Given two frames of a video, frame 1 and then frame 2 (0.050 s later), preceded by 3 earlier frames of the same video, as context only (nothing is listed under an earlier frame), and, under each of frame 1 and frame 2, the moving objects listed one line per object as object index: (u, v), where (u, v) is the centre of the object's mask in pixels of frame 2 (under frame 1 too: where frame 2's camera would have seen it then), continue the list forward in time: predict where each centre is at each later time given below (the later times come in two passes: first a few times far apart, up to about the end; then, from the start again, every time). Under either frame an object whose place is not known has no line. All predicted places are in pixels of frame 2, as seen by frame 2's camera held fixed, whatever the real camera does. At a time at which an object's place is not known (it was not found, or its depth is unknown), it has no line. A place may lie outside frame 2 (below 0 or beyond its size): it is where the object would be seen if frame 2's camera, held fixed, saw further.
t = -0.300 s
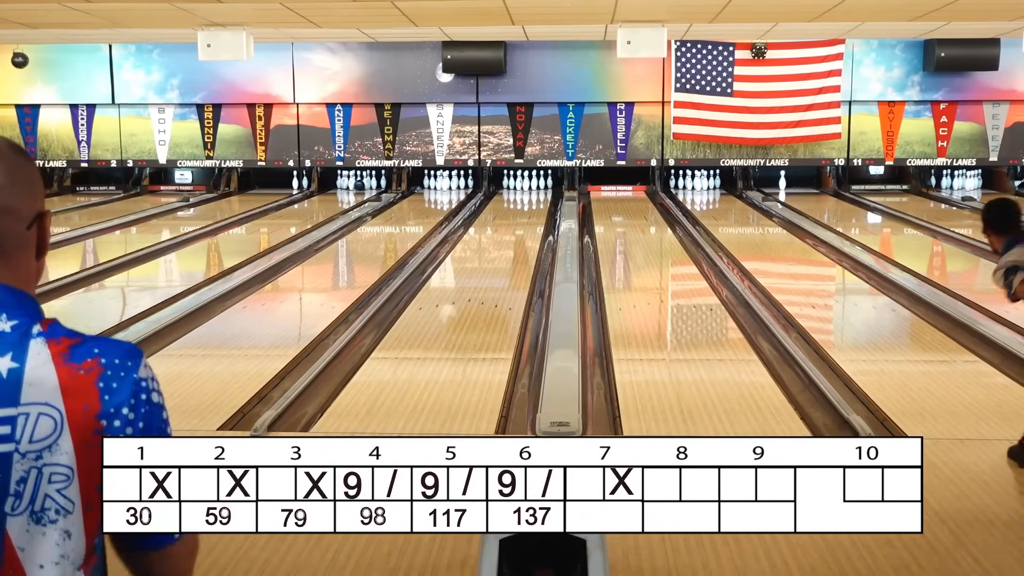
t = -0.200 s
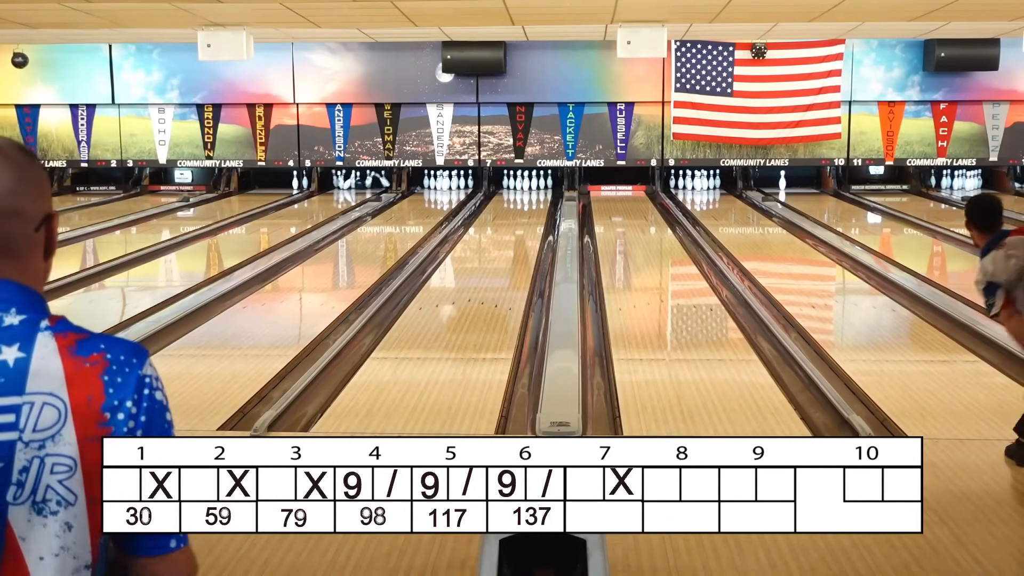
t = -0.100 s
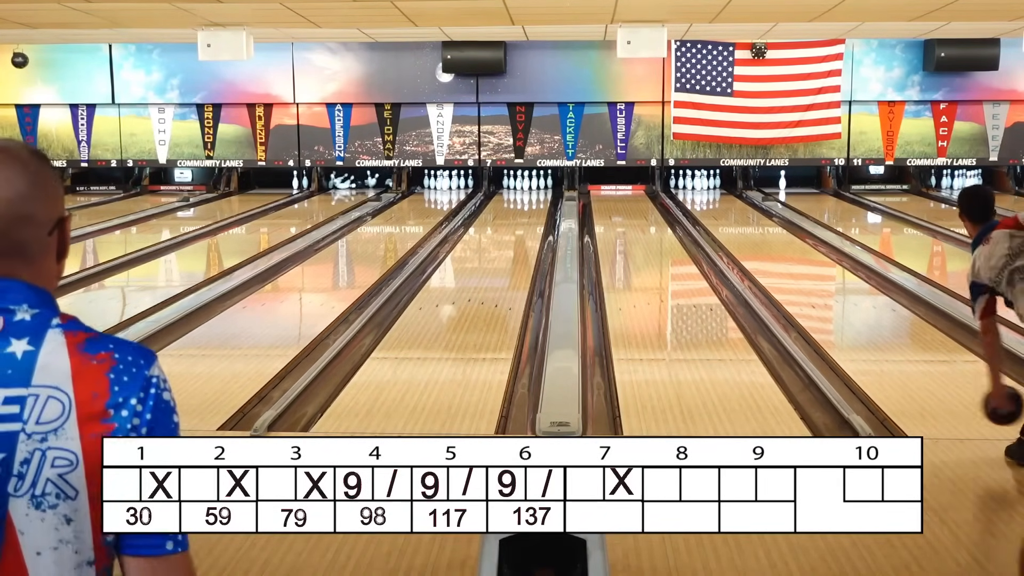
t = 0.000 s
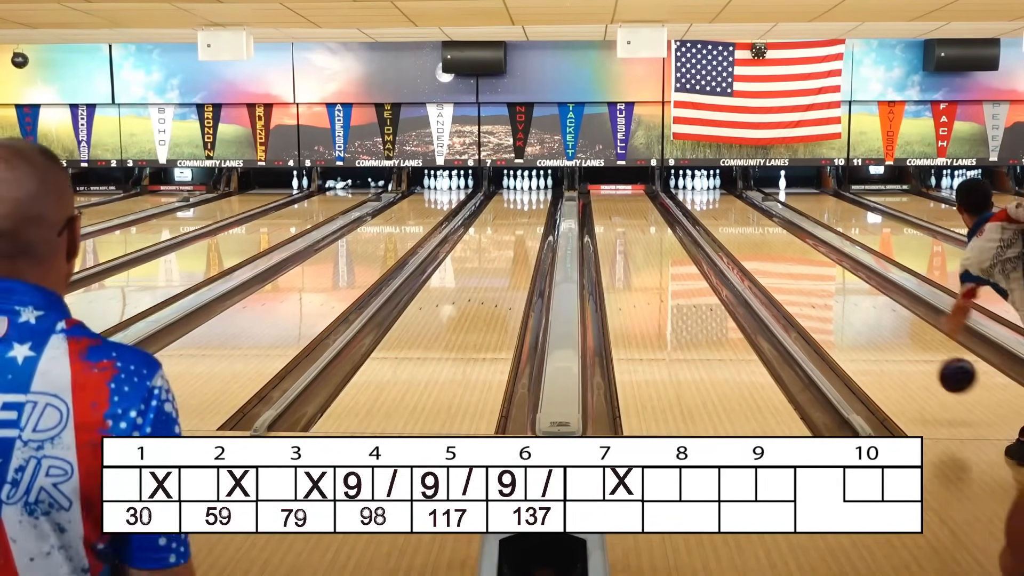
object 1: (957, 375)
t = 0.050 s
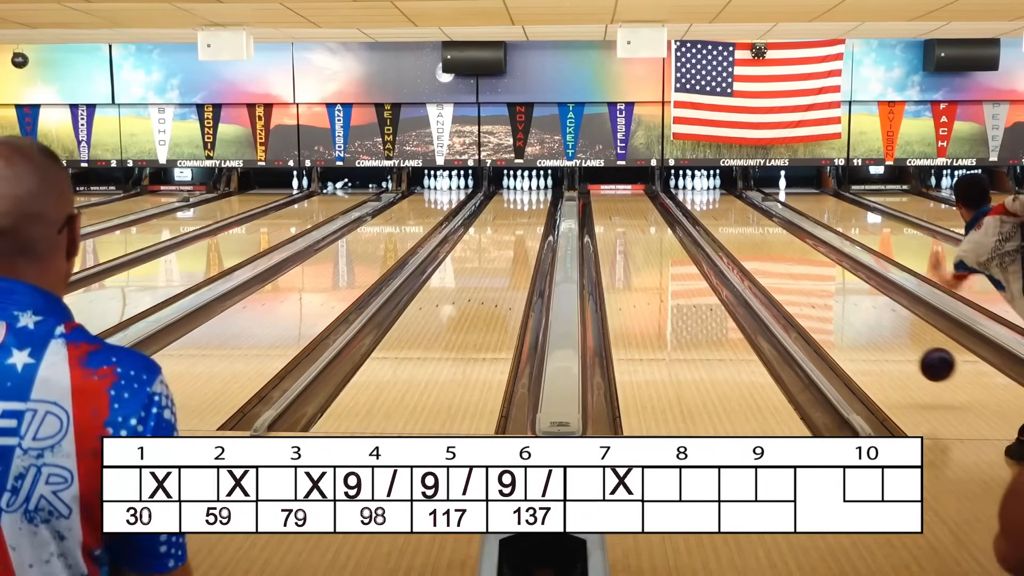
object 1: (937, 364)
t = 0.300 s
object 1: (861, 334)
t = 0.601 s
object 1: (802, 289)
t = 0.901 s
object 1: (762, 259)
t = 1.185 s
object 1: (736, 239)
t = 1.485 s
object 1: (716, 222)
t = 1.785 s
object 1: (703, 209)
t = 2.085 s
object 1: (695, 199)
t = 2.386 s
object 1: (691, 191)
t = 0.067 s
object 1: (931, 361)
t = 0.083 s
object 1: (924, 359)
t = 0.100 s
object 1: (919, 358)
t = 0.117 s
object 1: (913, 357)
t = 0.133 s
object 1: (907, 356)
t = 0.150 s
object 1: (902, 356)
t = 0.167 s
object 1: (897, 355)
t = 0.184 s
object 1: (891, 356)
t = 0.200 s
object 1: (887, 354)
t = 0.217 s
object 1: (882, 349)
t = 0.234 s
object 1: (878, 345)
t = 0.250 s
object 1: (873, 342)
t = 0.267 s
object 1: (869, 339)
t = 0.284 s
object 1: (865, 337)
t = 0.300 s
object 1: (861, 334)
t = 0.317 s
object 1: (857, 331)
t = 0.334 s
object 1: (853, 328)
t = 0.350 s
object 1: (849, 325)
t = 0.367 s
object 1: (845, 322)
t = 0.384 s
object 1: (842, 319)
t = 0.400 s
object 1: (838, 317)
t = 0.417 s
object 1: (835, 314)
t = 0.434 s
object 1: (832, 311)
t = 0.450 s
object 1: (828, 309)
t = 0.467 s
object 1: (825, 306)
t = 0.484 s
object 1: (822, 304)
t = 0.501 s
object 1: (819, 302)
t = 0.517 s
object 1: (816, 299)
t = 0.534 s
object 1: (813, 297)
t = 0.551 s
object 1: (810, 295)
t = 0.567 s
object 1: (807, 293)
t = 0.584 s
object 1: (805, 291)
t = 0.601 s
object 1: (802, 289)
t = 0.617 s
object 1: (799, 287)
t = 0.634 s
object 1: (797, 285)
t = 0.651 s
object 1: (794, 283)
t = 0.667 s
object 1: (792, 282)
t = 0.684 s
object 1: (790, 280)
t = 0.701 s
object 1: (787, 278)
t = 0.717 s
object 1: (785, 276)
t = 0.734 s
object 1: (783, 275)
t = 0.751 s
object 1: (780, 273)
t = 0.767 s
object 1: (778, 271)
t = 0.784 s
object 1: (776, 269)
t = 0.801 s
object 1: (774, 268)
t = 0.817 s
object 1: (772, 266)
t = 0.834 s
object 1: (770, 265)
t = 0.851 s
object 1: (768, 263)
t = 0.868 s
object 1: (766, 262)
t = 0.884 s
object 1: (764, 261)
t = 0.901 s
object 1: (762, 259)
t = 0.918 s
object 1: (761, 258)
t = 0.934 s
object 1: (759, 256)
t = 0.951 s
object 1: (757, 255)
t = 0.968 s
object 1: (755, 254)
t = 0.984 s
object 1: (754, 253)
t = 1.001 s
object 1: (752, 251)
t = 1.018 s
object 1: (750, 250)
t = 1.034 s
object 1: (749, 249)
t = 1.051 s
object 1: (747, 248)
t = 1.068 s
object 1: (746, 246)
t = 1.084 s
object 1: (745, 245)
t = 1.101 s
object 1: (743, 244)
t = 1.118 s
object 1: (742, 243)
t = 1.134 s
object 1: (740, 242)
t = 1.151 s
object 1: (739, 241)
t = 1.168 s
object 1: (737, 239)
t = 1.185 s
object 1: (736, 239)
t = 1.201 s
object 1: (735, 237)
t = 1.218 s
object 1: (733, 236)
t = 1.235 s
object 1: (732, 235)
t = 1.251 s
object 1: (731, 234)
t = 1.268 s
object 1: (730, 233)
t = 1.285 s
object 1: (729, 232)
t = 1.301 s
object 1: (728, 231)
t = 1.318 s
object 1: (727, 230)
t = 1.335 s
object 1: (725, 230)
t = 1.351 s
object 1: (724, 229)
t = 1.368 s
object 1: (723, 228)
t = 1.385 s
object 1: (722, 227)
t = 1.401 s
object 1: (721, 226)
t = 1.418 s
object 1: (720, 225)
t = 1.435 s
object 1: (719, 224)
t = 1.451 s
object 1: (718, 223)
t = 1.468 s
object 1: (717, 223)
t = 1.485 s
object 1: (716, 222)
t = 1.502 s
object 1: (715, 221)
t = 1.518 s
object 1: (714, 220)
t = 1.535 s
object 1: (714, 219)
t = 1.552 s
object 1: (713, 219)
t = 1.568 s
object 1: (712, 218)
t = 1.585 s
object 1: (711, 217)
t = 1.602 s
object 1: (710, 216)
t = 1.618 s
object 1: (709, 216)
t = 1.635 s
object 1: (709, 215)
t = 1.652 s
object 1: (708, 214)
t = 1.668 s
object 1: (707, 213)
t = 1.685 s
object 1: (707, 213)
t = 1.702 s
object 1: (706, 212)
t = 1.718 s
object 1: (705, 211)
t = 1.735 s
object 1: (705, 211)
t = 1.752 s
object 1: (704, 210)
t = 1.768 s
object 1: (703, 209)
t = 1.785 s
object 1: (703, 209)
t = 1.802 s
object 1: (702, 208)
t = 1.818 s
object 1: (702, 208)
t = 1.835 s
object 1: (701, 207)
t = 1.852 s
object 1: (700, 206)
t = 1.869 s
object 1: (700, 206)
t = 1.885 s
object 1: (699, 205)
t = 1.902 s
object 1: (699, 204)
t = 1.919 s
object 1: (698, 204)
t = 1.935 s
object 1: (698, 203)
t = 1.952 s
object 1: (698, 203)
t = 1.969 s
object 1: (697, 202)
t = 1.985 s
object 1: (697, 202)
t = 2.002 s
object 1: (696, 201)
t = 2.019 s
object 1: (696, 201)
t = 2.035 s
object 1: (696, 200)
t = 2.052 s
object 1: (695, 199)
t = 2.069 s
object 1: (695, 199)
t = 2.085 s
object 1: (695, 199)
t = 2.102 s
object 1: (695, 198)
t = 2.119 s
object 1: (694, 198)
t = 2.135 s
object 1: (694, 197)
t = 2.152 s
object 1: (694, 197)
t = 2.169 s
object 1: (693, 196)
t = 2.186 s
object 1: (693, 196)
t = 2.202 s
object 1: (693, 195)
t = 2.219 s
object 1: (693, 195)
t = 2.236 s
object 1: (692, 195)
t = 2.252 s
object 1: (692, 194)
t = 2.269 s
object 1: (692, 194)
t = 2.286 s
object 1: (692, 193)
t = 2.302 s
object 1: (691, 193)
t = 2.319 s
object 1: (691, 192)
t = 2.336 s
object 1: (691, 192)
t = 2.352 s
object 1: (691, 192)
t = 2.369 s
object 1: (691, 191)
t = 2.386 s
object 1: (691, 191)
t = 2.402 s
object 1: (691, 190)
